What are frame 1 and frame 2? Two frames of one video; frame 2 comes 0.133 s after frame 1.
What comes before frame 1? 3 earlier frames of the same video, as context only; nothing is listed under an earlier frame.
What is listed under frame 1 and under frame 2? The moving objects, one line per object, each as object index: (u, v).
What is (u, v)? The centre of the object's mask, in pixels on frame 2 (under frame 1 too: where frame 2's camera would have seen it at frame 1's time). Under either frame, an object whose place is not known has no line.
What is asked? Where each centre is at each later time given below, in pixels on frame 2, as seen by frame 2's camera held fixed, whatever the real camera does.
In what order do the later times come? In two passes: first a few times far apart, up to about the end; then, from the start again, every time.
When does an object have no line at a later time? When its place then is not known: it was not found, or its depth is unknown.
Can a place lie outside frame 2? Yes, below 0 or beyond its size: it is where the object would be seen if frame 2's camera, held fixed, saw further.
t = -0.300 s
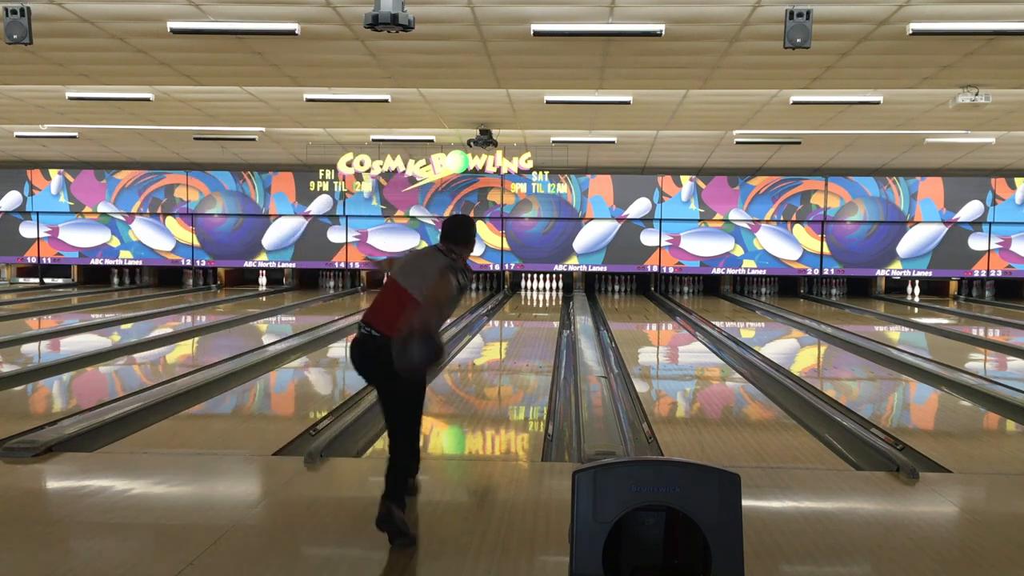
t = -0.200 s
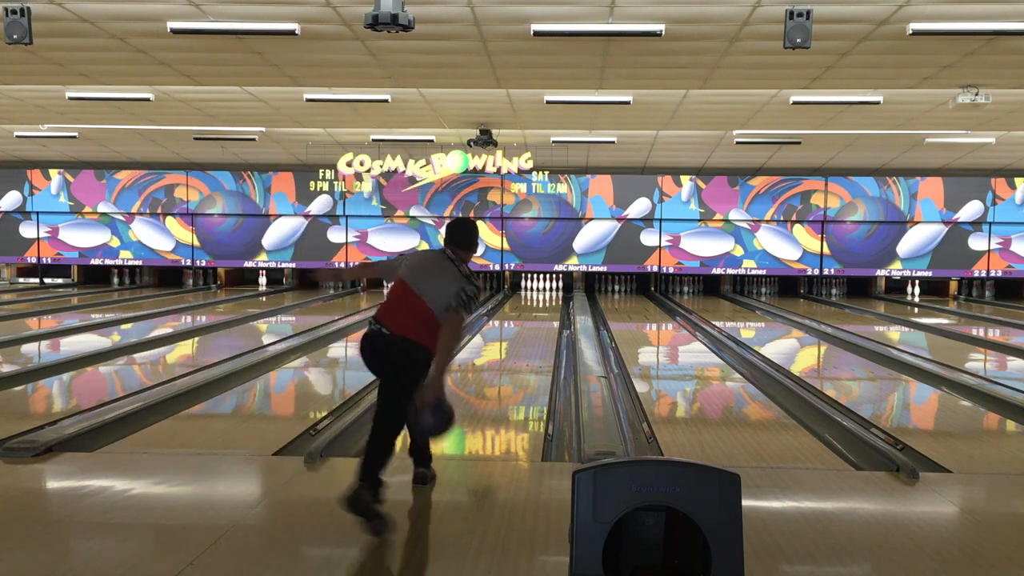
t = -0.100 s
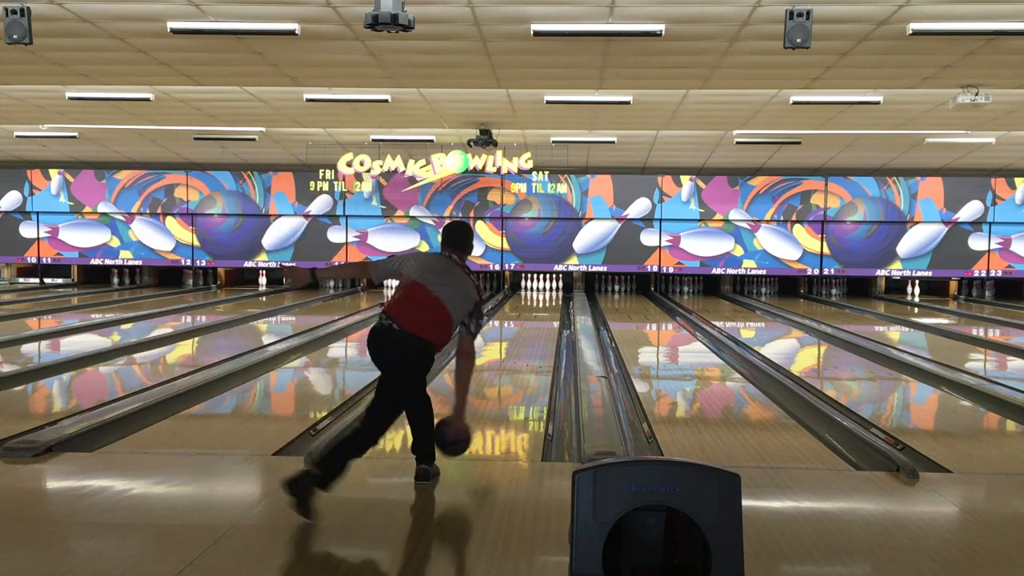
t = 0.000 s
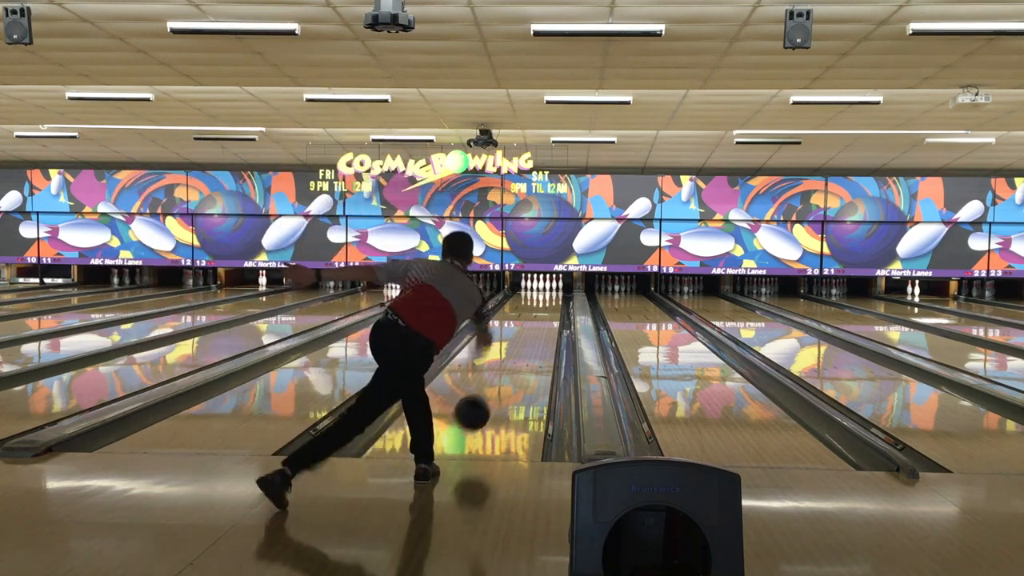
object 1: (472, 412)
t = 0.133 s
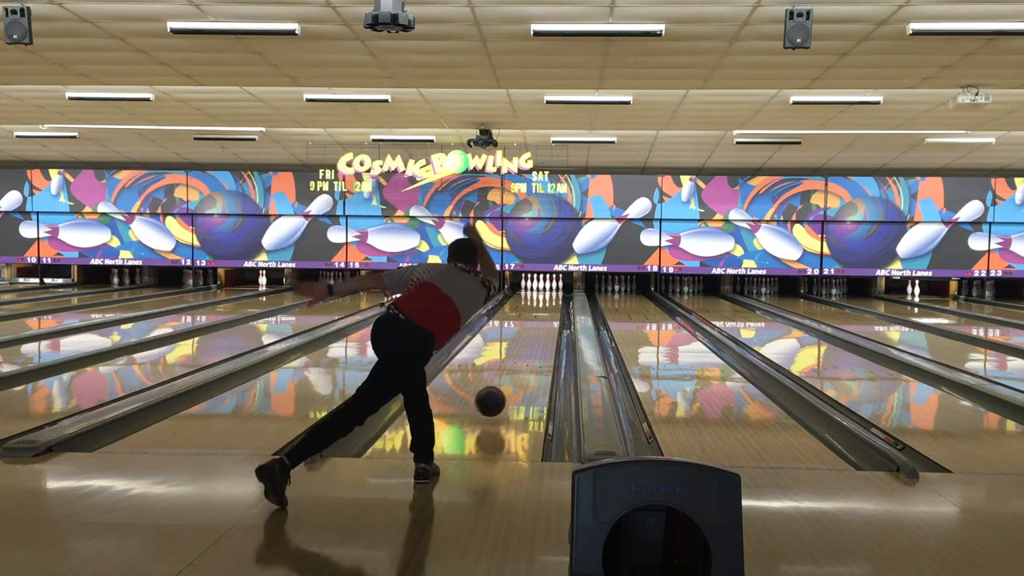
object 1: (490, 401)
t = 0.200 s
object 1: (497, 395)
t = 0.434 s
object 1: (517, 365)
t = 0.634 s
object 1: (528, 347)
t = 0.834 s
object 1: (536, 333)
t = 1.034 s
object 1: (542, 323)
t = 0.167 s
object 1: (494, 401)
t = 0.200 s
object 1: (497, 395)
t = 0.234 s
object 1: (501, 390)
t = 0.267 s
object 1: (504, 385)
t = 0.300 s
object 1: (507, 381)
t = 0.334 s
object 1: (509, 376)
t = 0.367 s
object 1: (512, 372)
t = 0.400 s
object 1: (514, 368)
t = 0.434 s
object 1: (517, 365)
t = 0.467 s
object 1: (519, 361)
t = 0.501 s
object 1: (521, 358)
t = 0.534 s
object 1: (523, 355)
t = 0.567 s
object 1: (524, 352)
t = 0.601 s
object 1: (526, 349)
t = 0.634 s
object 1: (528, 347)
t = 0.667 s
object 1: (530, 344)
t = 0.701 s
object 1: (531, 342)
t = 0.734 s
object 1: (532, 340)
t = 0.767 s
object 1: (534, 338)
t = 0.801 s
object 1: (535, 335)
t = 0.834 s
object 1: (536, 333)
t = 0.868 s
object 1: (537, 332)
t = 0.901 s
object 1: (538, 330)
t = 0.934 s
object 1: (539, 328)
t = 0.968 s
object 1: (540, 326)
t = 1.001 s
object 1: (541, 325)
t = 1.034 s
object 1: (542, 323)
